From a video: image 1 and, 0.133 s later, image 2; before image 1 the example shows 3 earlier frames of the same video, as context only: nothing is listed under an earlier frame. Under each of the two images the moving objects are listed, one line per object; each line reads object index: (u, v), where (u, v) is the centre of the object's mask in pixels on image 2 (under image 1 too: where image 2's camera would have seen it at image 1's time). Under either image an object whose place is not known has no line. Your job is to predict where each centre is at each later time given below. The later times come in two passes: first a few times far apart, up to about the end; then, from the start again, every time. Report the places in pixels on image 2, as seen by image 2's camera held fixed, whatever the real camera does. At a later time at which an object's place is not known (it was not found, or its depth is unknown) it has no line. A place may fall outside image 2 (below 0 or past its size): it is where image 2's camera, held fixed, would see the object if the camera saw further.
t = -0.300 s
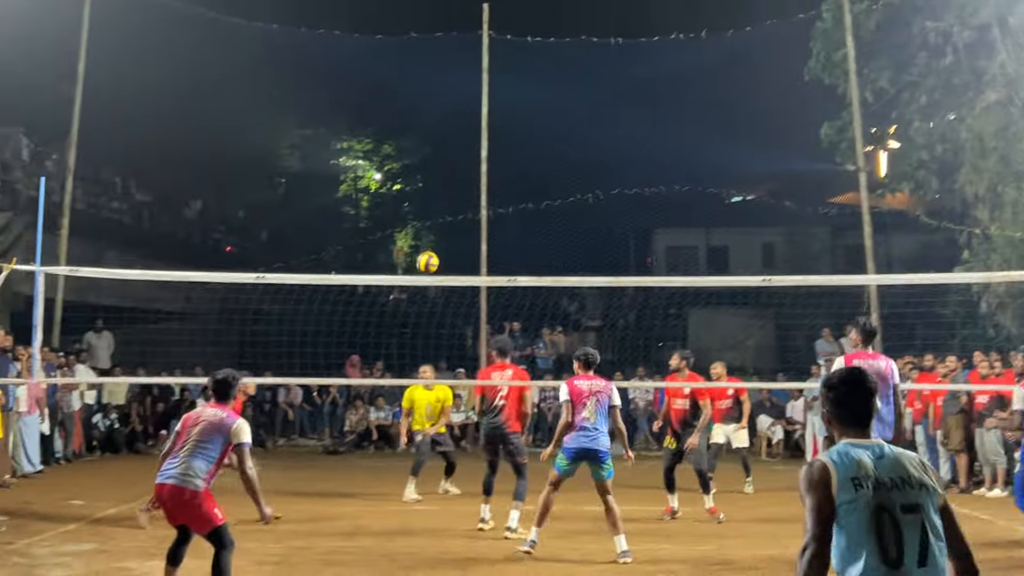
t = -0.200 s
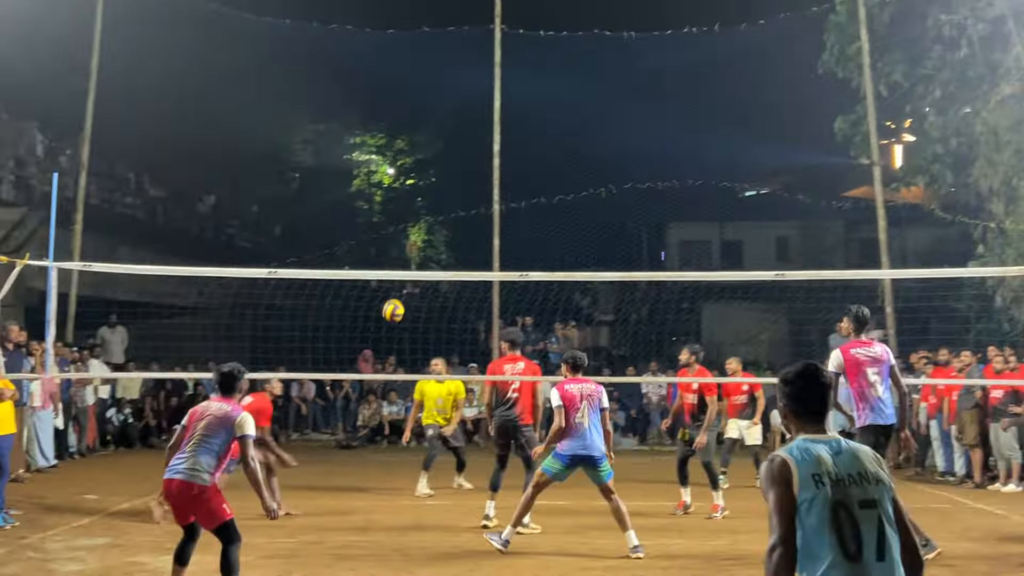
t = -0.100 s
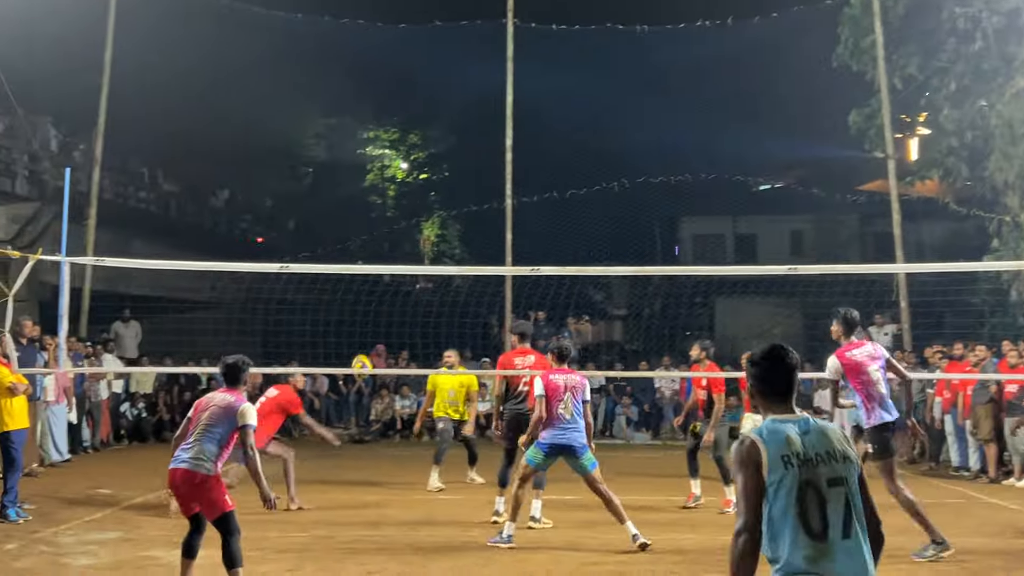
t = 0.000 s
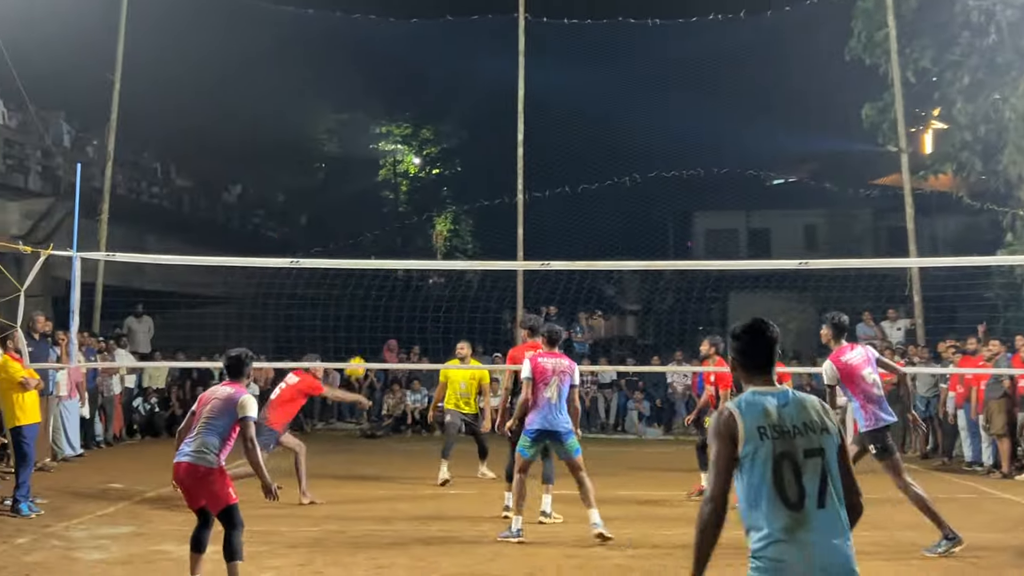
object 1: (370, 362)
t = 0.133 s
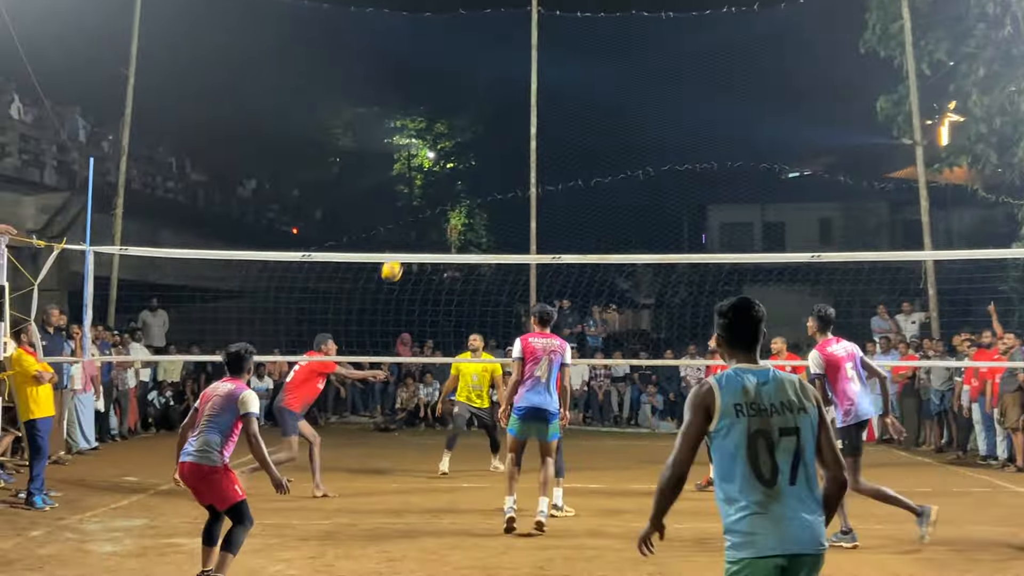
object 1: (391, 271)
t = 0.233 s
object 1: (407, 213)
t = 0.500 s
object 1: (447, 113)
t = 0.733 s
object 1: (482, 80)
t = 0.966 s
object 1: (516, 95)
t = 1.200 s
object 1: (550, 154)
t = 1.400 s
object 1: (577, 238)
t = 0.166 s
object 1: (397, 246)
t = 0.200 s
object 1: (402, 231)
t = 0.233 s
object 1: (407, 213)
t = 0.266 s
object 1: (411, 197)
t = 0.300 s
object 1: (417, 182)
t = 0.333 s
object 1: (422, 168)
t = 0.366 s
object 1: (427, 154)
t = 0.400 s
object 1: (432, 143)
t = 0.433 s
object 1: (437, 132)
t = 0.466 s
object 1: (442, 122)
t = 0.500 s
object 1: (447, 113)
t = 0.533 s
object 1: (452, 105)
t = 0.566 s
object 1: (457, 98)
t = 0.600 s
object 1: (461, 93)
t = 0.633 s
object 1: (466, 89)
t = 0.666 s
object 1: (471, 85)
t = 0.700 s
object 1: (476, 82)
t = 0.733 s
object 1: (482, 80)
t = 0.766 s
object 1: (487, 80)
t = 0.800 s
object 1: (492, 80)
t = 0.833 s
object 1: (497, 81)
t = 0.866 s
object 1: (501, 83)
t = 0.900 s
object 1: (506, 86)
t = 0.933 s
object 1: (511, 90)
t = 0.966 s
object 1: (516, 95)
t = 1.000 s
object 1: (521, 101)
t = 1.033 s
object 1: (525, 107)
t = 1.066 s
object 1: (530, 115)
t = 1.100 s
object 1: (535, 124)
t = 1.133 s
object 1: (541, 133)
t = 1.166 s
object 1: (545, 143)
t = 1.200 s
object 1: (550, 154)
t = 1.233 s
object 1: (555, 166)
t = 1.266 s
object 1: (559, 179)
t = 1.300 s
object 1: (564, 192)
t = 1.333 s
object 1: (568, 207)
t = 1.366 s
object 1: (573, 222)
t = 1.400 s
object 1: (577, 238)
